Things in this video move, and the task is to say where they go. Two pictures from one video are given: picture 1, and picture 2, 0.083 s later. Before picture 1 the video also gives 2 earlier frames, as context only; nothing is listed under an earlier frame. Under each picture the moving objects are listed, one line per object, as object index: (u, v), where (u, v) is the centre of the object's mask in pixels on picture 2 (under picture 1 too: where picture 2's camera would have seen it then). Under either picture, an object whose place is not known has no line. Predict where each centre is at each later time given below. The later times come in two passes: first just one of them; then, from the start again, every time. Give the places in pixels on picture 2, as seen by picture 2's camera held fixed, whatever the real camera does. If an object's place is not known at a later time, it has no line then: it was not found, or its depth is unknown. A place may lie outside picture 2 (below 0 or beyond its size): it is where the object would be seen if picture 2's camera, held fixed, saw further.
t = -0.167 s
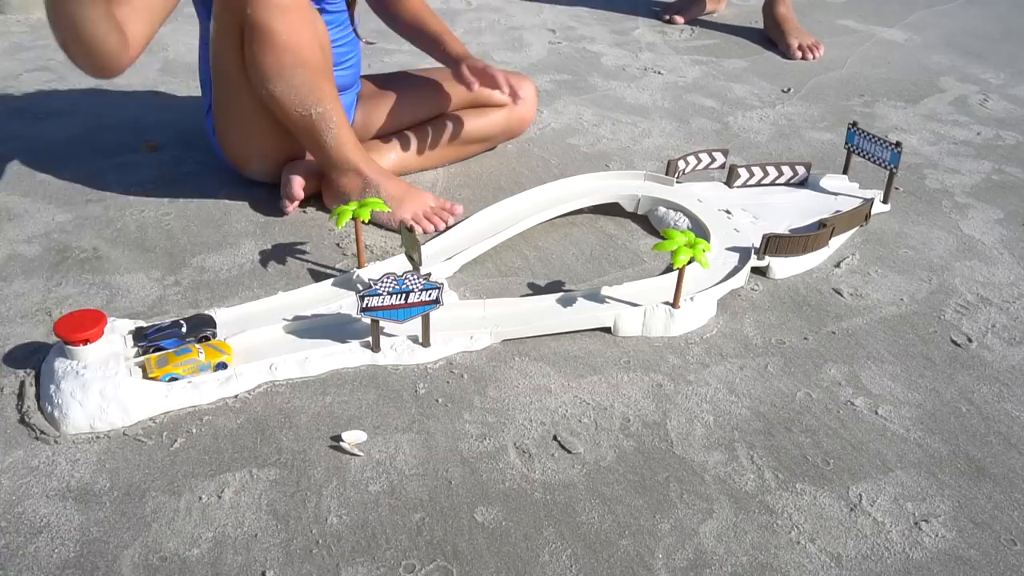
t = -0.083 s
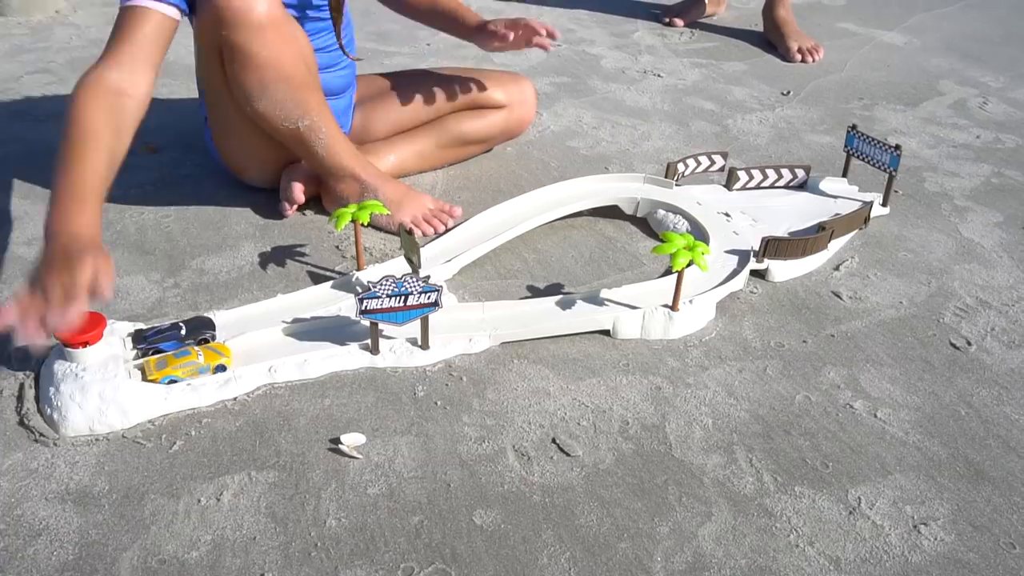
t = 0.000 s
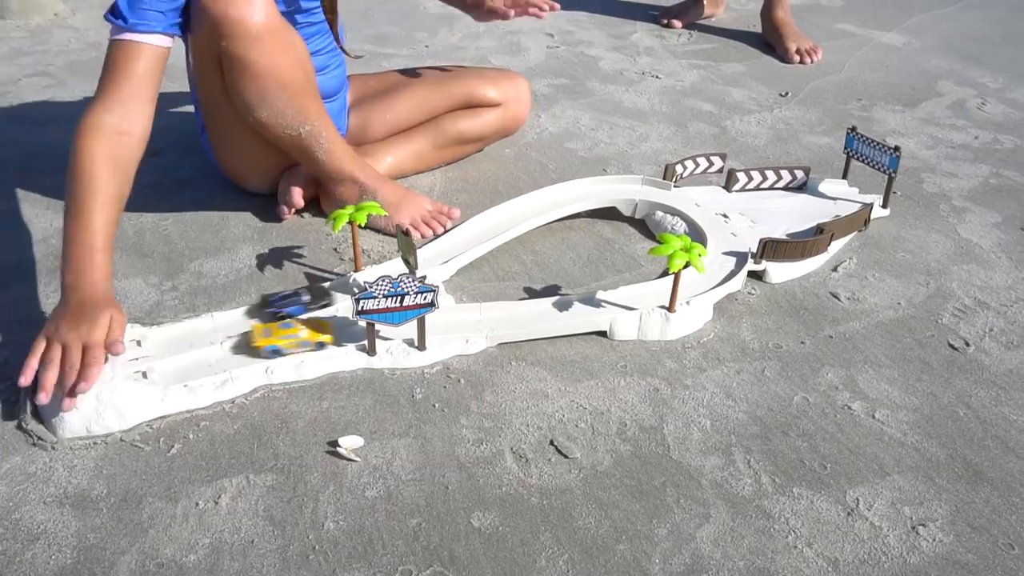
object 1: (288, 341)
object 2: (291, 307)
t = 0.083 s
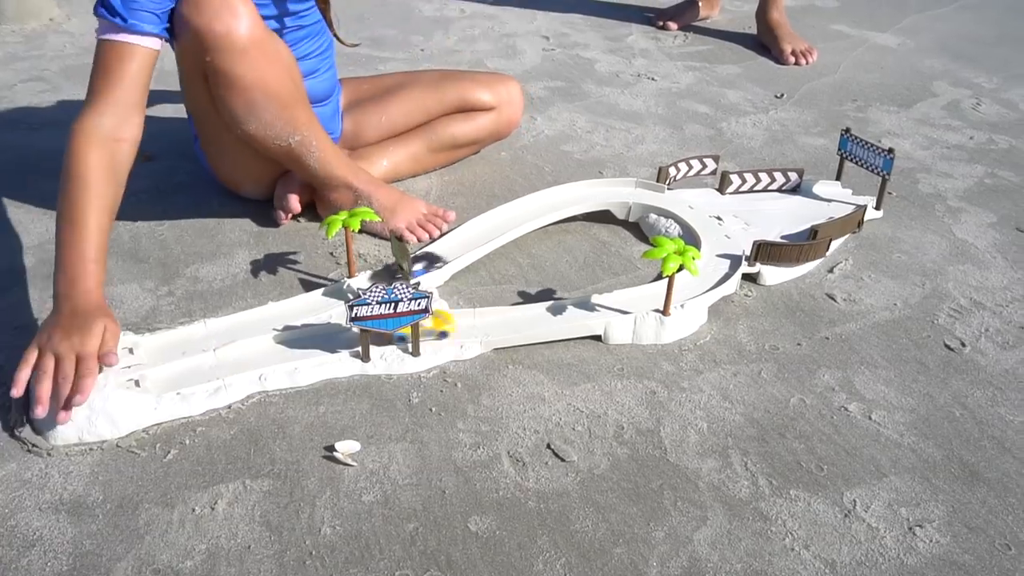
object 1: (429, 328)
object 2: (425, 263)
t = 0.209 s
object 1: (584, 306)
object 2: (532, 206)
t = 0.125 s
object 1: (475, 320)
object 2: (462, 243)
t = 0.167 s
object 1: (530, 313)
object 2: (498, 223)
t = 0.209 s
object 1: (584, 306)
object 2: (532, 206)
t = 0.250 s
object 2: (567, 195)
